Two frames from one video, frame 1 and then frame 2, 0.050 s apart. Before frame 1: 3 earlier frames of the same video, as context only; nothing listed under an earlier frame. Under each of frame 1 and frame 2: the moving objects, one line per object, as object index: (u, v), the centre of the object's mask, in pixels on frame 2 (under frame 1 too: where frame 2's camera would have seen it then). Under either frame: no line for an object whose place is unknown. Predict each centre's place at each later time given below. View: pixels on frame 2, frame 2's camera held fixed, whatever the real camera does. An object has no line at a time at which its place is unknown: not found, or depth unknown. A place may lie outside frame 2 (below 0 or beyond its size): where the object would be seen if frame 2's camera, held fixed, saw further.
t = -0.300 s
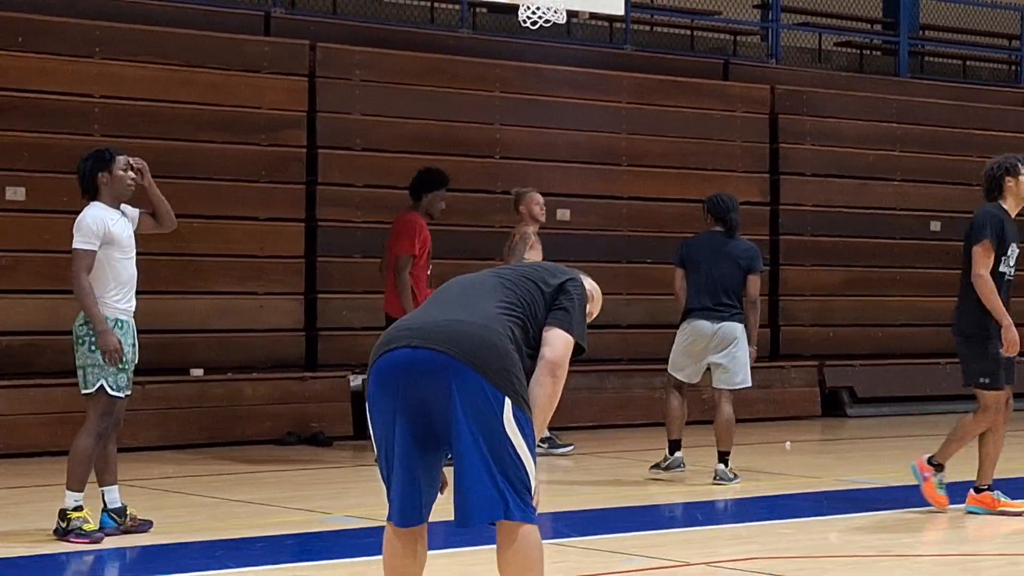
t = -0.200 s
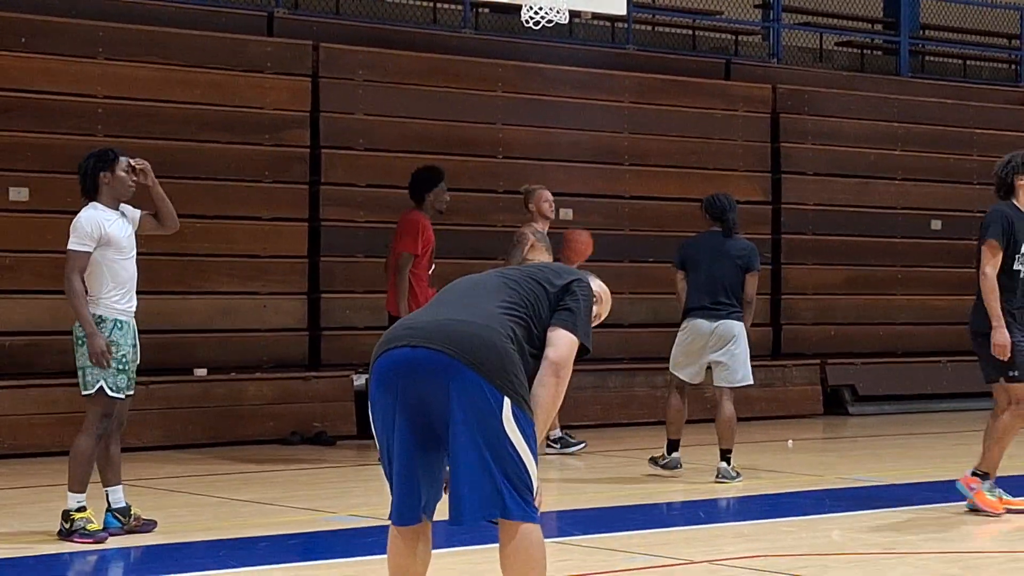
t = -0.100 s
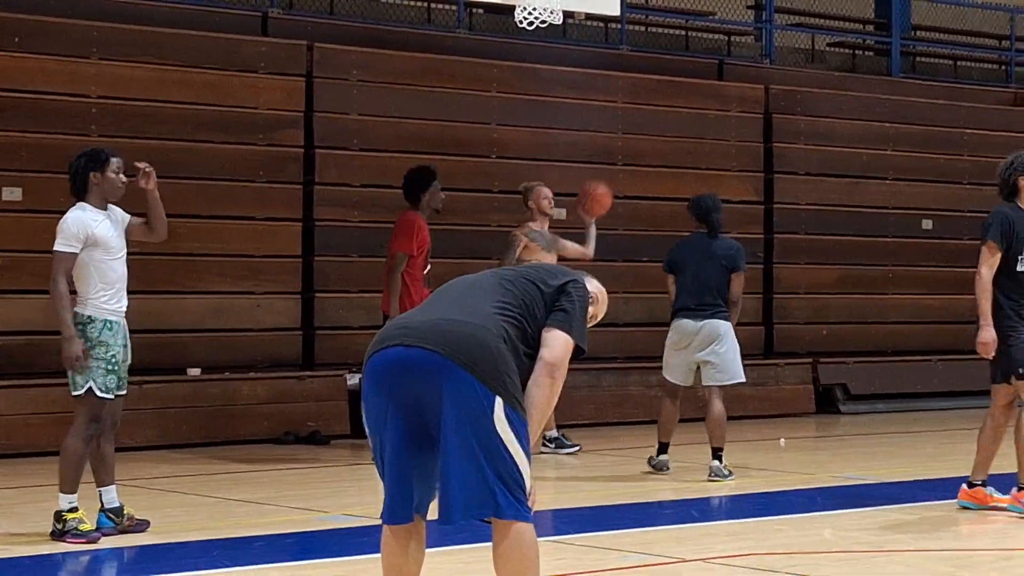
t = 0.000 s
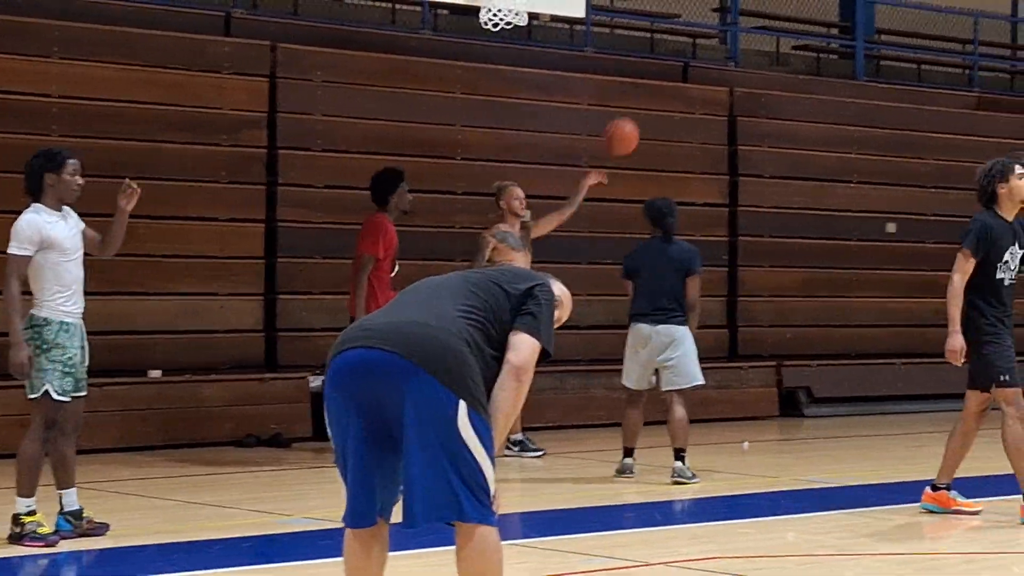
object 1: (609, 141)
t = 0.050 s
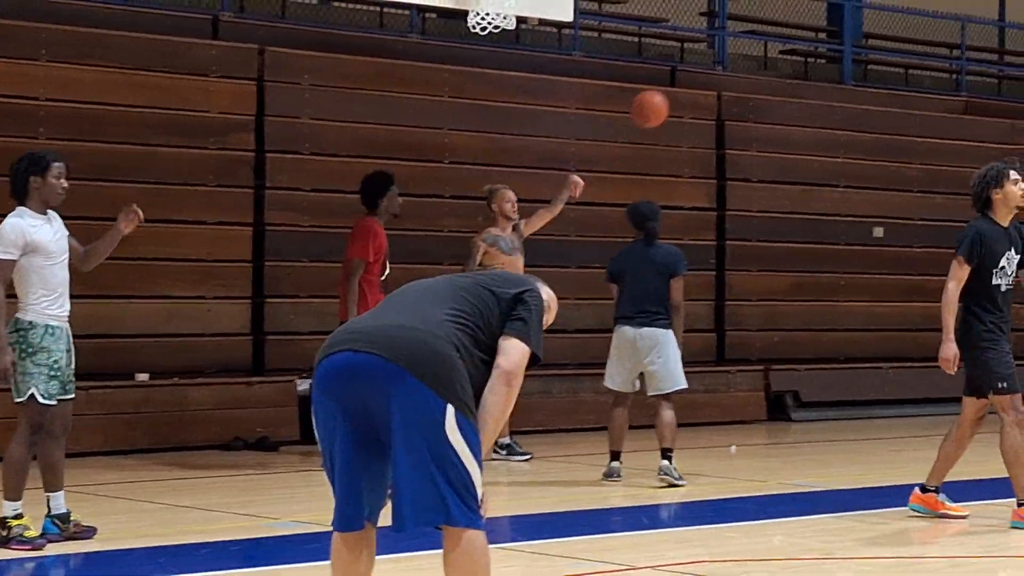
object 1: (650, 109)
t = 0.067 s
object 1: (663, 99)
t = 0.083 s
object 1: (678, 90)
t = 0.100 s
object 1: (692, 81)
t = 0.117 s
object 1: (706, 71)
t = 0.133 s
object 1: (721, 63)
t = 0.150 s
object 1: (736, 54)
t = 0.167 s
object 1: (751, 46)
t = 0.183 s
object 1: (766, 38)
